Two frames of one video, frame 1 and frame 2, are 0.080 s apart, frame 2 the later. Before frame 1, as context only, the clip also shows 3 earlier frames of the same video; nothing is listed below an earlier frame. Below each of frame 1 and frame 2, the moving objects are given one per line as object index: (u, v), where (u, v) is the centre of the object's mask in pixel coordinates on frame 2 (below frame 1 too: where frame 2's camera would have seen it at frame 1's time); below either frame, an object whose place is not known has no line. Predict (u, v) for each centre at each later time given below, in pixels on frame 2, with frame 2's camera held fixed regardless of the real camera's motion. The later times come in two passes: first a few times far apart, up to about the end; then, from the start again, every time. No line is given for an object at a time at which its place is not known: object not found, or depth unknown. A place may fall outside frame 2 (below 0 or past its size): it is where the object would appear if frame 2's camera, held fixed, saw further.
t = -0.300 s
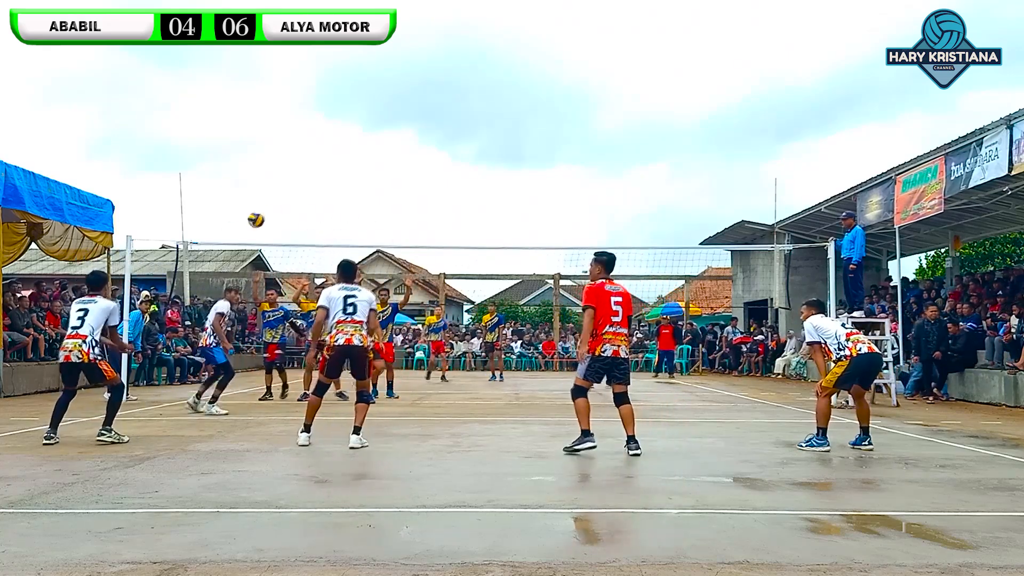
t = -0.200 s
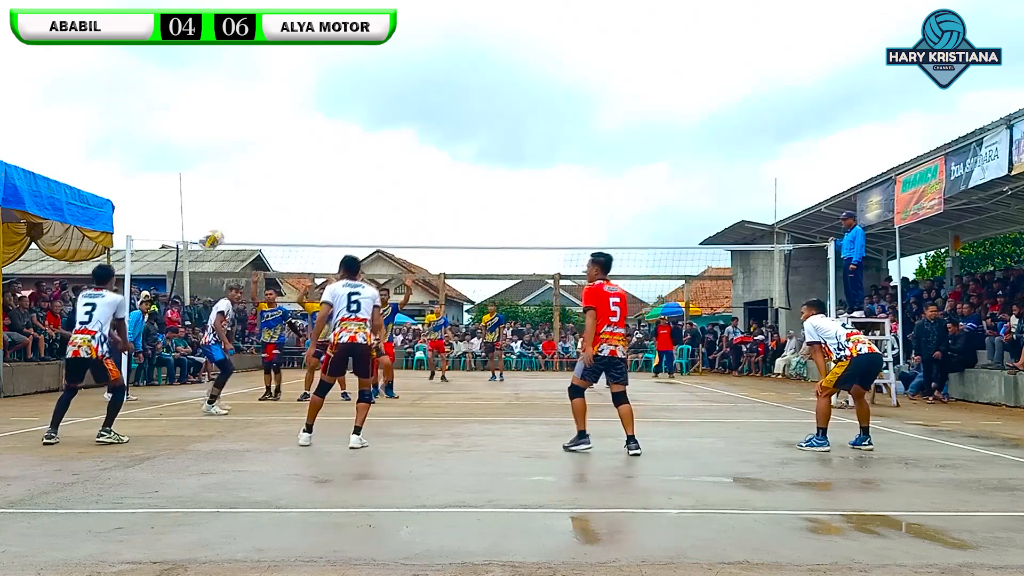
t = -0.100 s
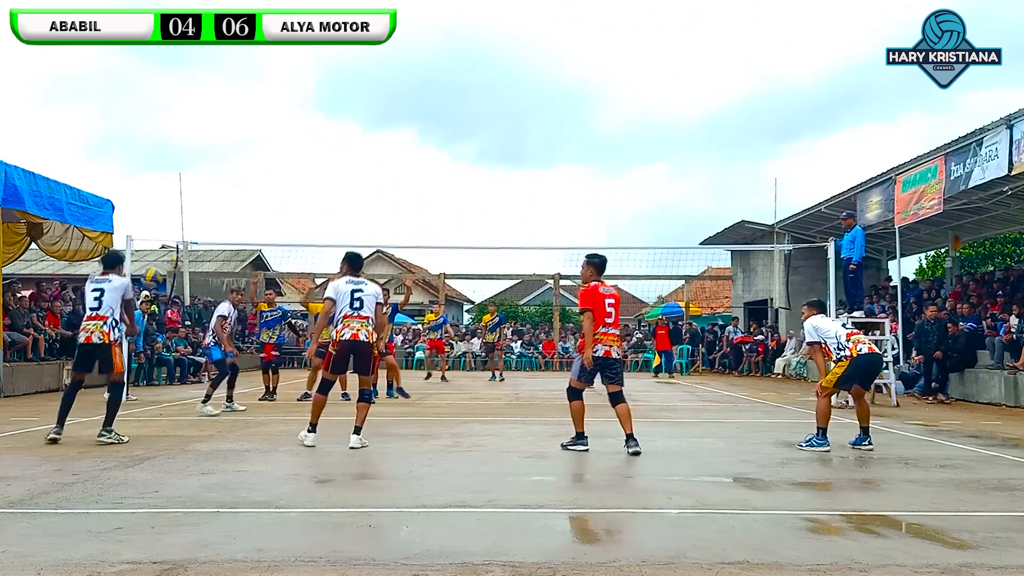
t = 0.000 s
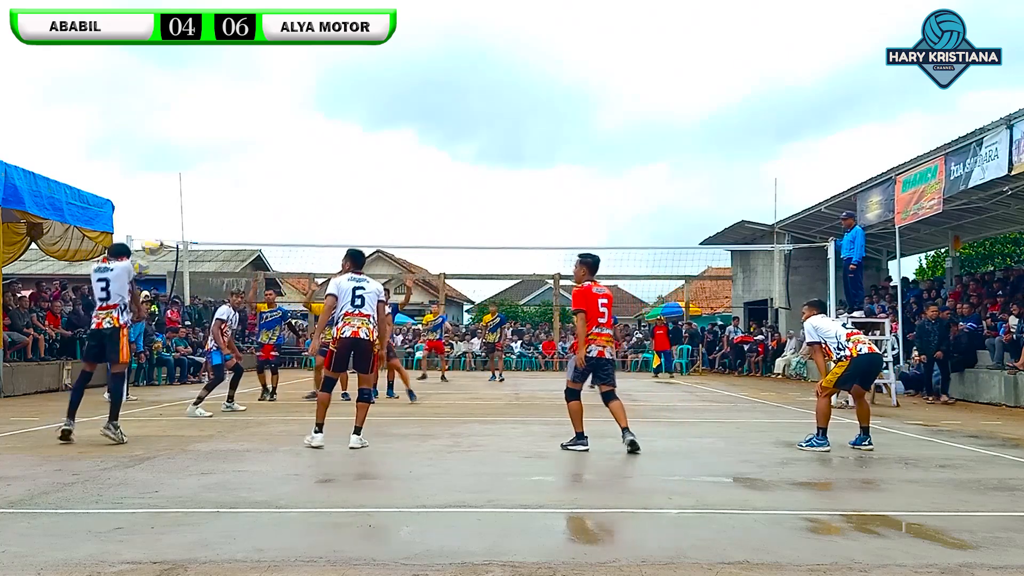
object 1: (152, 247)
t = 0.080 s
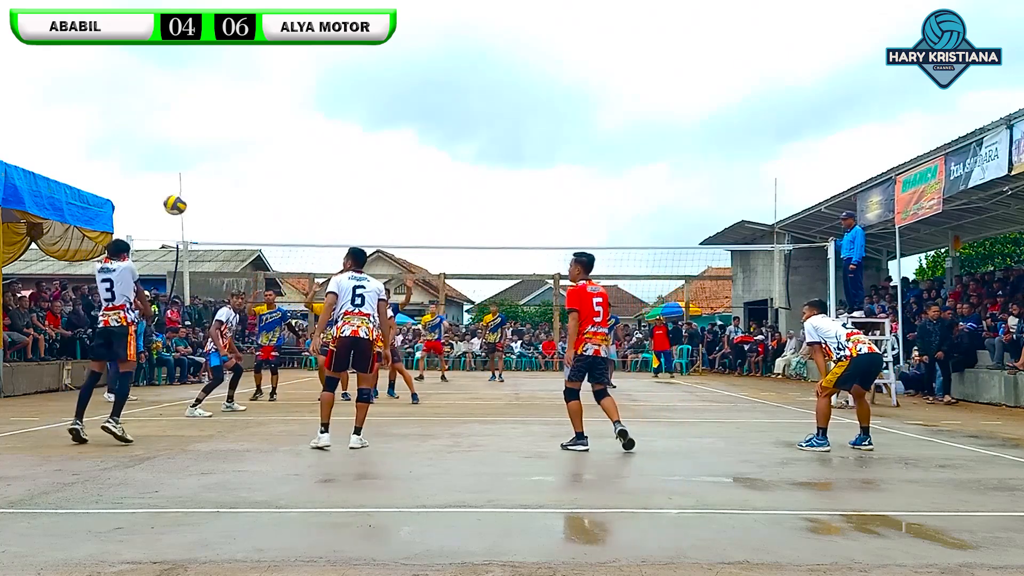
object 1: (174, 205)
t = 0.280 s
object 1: (235, 113)
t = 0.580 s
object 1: (310, 55)
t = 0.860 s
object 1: (369, 71)
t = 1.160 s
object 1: (424, 150)
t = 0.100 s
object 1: (181, 192)
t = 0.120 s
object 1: (187, 182)
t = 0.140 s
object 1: (193, 172)
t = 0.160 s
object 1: (200, 160)
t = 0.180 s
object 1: (206, 153)
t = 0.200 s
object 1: (212, 144)
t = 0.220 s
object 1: (218, 136)
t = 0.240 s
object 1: (224, 128)
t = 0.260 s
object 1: (229, 120)
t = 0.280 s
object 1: (235, 113)
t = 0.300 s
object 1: (241, 106)
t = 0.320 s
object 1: (246, 100)
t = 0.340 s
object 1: (251, 95)
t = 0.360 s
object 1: (256, 90)
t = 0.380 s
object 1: (262, 84)
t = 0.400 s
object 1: (267, 79)
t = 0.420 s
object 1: (272, 75)
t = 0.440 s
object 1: (277, 71)
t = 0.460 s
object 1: (282, 68)
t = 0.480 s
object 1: (287, 65)
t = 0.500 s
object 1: (292, 62)
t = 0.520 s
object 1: (296, 59)
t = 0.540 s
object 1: (301, 57)
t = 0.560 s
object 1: (306, 55)
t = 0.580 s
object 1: (310, 55)
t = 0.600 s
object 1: (314, 54)
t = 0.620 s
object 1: (319, 53)
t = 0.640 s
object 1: (323, 53)
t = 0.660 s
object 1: (328, 53)
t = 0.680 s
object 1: (332, 53)
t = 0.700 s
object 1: (337, 53)
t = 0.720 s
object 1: (341, 55)
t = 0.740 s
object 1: (345, 57)
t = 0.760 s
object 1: (349, 57)
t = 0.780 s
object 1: (353, 59)
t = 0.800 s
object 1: (357, 61)
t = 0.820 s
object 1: (362, 64)
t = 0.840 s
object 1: (365, 67)
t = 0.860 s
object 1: (369, 71)
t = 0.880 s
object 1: (373, 74)
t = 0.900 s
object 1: (377, 77)
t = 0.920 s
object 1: (381, 81)
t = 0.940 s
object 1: (384, 86)
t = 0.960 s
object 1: (388, 90)
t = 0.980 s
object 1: (392, 95)
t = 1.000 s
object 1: (396, 99)
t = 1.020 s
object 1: (399, 105)
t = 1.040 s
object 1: (403, 112)
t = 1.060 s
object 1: (407, 117)
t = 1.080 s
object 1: (410, 123)
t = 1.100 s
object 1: (413, 129)
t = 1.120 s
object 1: (417, 135)
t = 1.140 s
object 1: (420, 143)
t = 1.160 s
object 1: (424, 150)
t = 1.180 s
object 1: (427, 157)
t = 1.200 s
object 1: (430, 165)
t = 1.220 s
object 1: (434, 172)
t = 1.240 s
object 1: (437, 182)
